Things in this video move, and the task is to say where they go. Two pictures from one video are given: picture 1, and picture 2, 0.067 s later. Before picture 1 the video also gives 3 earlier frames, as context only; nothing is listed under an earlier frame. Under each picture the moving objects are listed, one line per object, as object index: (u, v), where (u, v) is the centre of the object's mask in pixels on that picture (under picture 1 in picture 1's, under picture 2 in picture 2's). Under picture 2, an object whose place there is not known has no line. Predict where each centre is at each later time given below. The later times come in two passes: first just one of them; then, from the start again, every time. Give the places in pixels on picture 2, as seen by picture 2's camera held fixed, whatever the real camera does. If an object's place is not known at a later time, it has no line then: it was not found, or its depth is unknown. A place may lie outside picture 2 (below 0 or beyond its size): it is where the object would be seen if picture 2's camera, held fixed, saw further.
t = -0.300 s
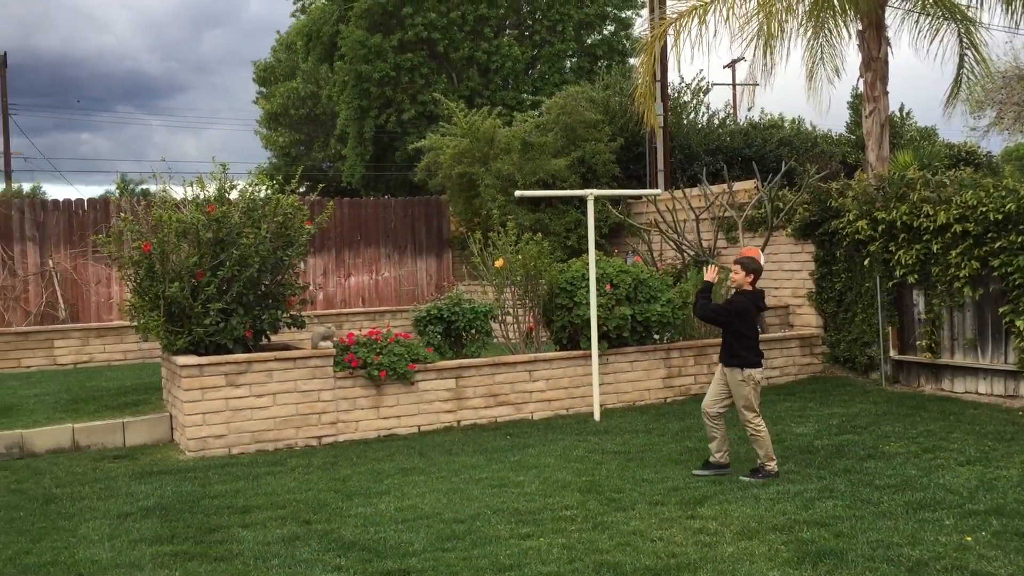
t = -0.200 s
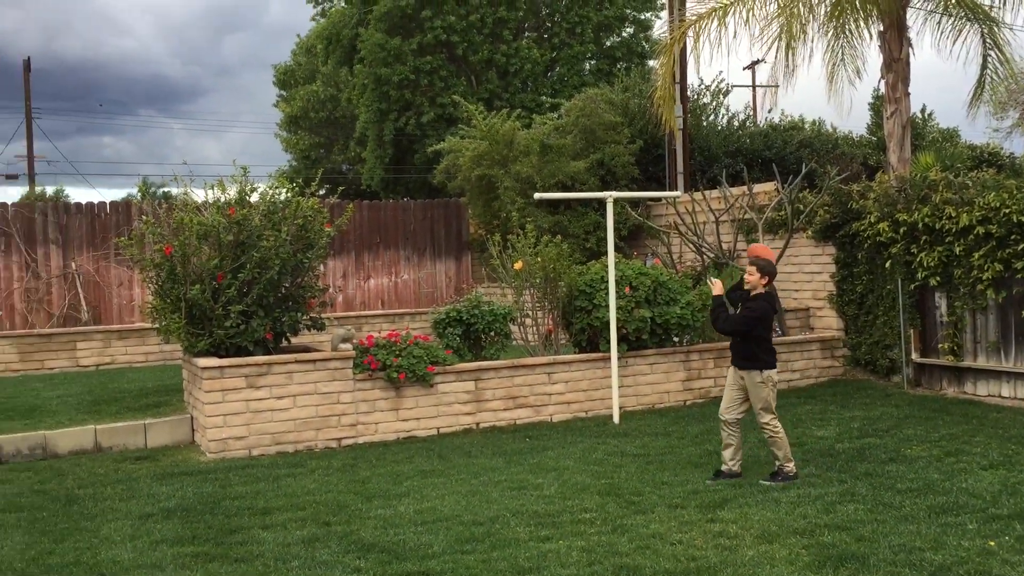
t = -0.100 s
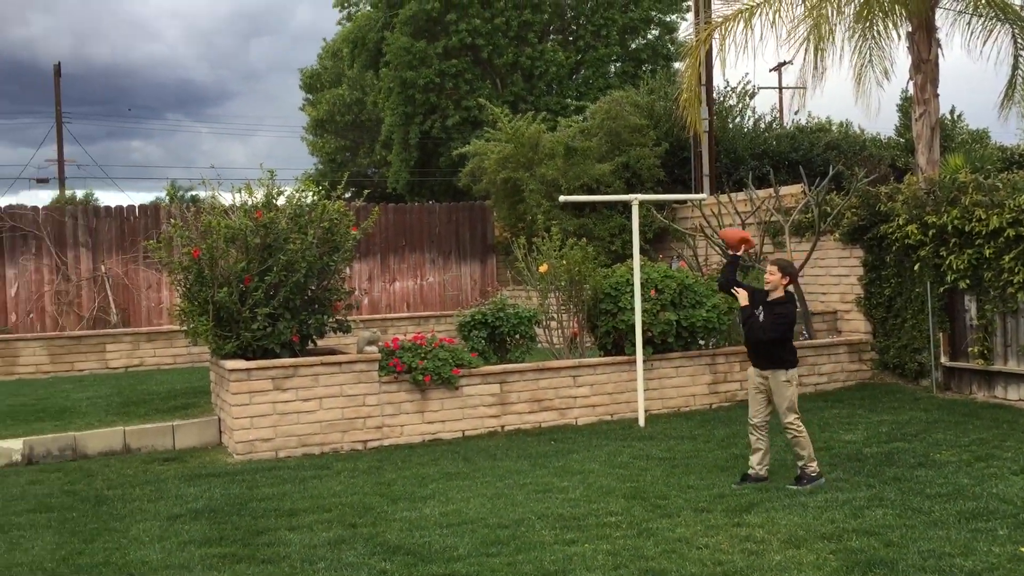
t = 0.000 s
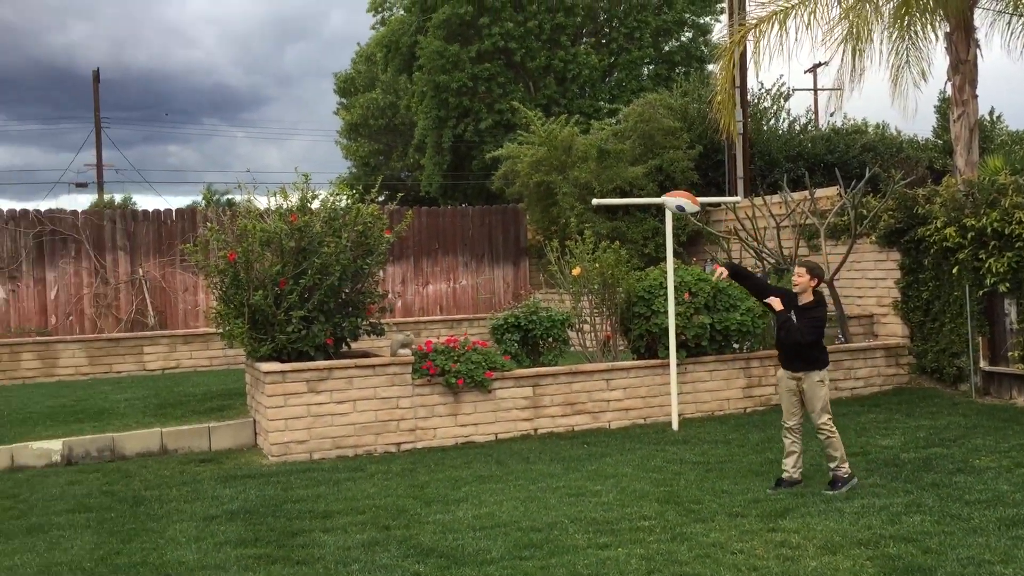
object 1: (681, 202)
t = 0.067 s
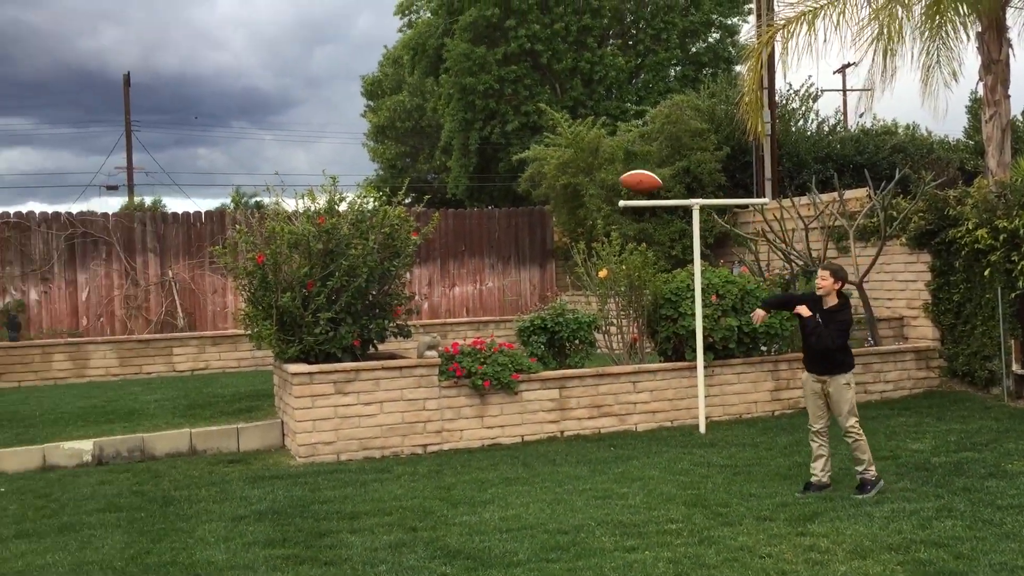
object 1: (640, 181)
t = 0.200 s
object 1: (496, 151)
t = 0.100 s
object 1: (607, 172)
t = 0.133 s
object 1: (571, 164)
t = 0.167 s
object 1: (533, 157)
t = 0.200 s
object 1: (496, 151)
